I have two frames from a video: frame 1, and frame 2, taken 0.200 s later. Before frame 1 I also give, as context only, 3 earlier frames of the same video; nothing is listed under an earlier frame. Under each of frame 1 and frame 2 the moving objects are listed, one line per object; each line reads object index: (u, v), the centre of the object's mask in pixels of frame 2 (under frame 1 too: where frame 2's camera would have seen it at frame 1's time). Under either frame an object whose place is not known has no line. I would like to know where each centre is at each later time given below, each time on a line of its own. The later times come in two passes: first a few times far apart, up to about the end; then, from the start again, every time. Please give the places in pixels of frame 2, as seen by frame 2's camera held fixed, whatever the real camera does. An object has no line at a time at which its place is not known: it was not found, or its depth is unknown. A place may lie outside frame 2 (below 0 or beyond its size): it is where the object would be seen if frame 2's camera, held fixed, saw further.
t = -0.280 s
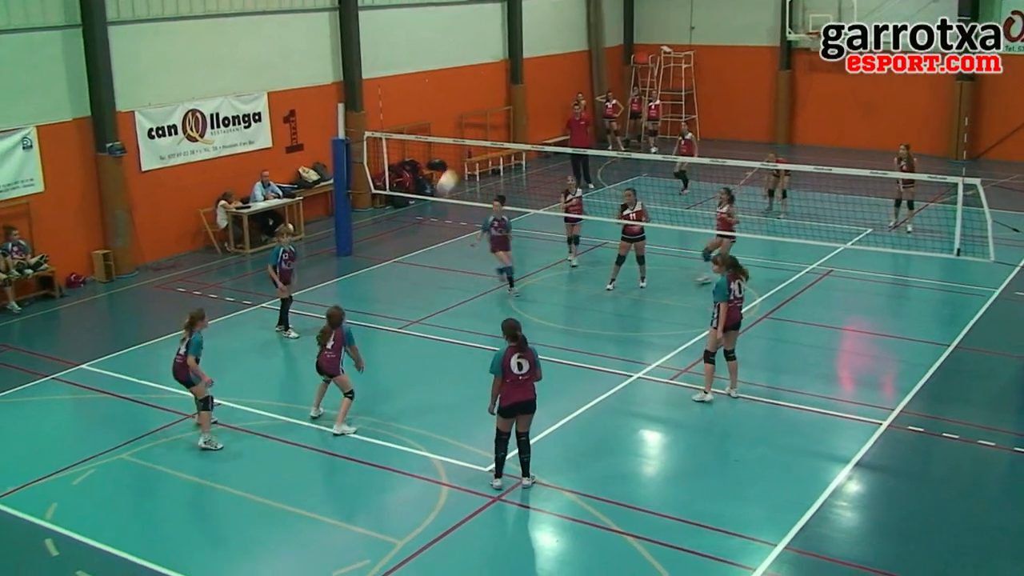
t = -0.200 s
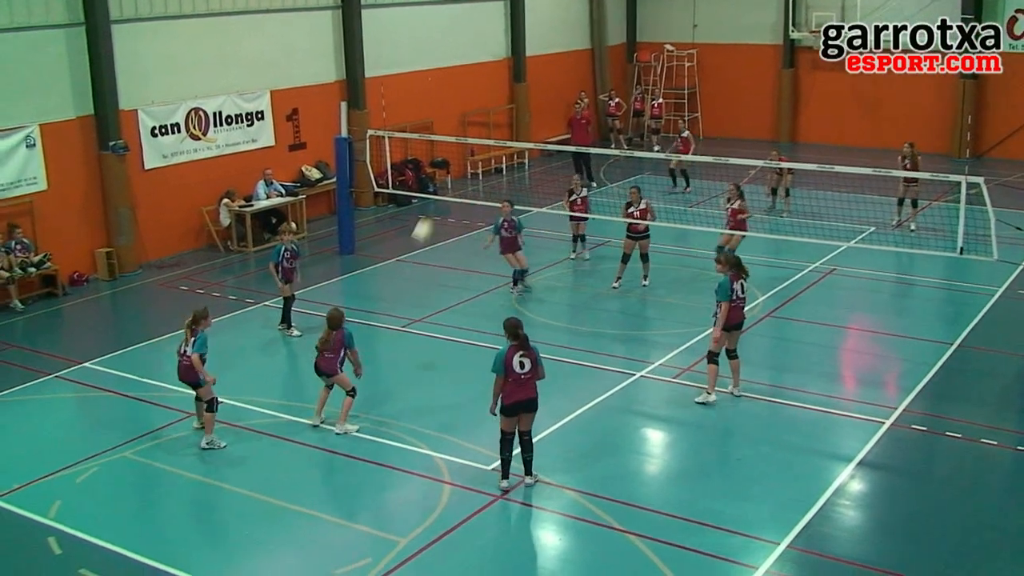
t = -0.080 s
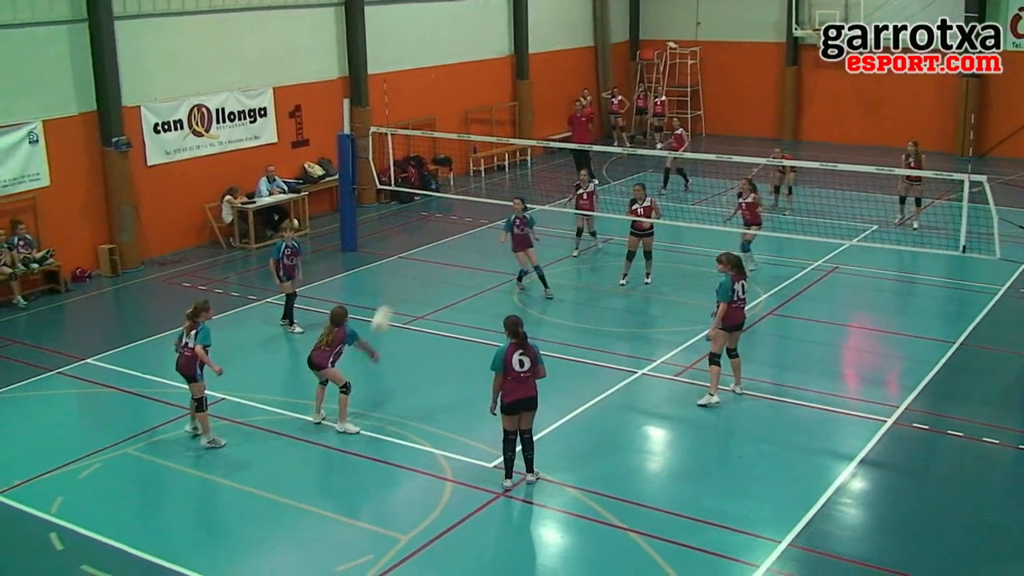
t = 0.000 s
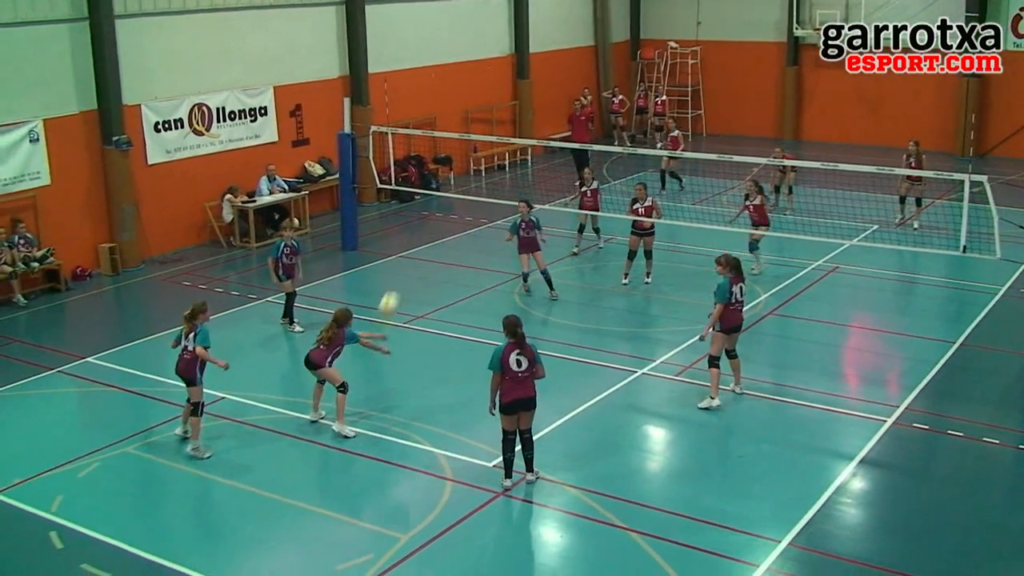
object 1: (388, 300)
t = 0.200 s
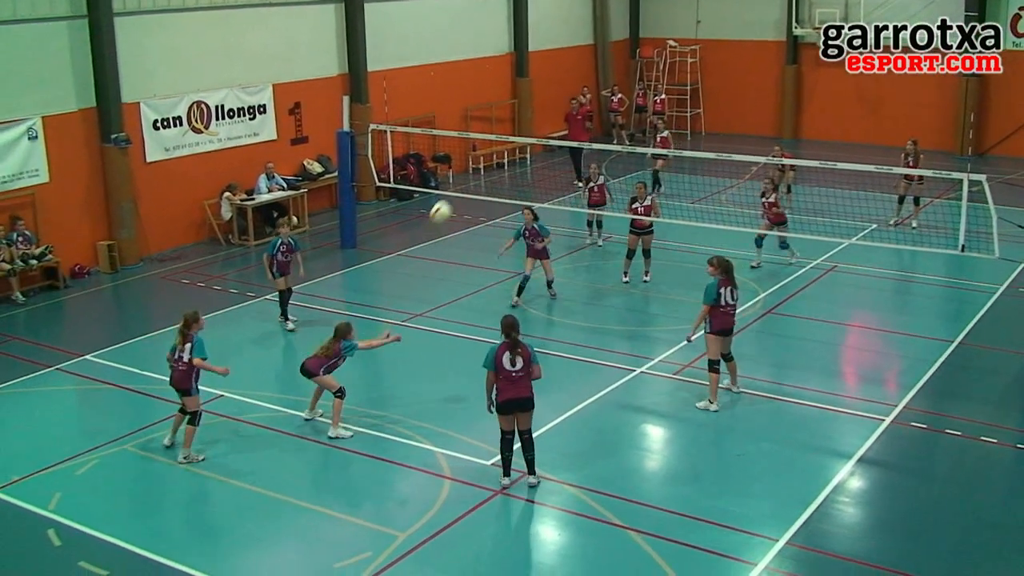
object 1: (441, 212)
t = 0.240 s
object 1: (452, 198)
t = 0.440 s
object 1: (506, 153)
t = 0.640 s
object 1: (559, 143)
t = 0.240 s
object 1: (452, 198)
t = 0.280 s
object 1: (463, 185)
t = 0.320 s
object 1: (473, 174)
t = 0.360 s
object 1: (484, 166)
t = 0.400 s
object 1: (495, 158)
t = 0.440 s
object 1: (506, 153)
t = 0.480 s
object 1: (517, 148)
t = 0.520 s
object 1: (527, 144)
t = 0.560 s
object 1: (538, 142)
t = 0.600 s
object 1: (549, 141)
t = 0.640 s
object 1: (559, 143)
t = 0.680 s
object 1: (570, 145)
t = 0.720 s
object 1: (580, 150)
